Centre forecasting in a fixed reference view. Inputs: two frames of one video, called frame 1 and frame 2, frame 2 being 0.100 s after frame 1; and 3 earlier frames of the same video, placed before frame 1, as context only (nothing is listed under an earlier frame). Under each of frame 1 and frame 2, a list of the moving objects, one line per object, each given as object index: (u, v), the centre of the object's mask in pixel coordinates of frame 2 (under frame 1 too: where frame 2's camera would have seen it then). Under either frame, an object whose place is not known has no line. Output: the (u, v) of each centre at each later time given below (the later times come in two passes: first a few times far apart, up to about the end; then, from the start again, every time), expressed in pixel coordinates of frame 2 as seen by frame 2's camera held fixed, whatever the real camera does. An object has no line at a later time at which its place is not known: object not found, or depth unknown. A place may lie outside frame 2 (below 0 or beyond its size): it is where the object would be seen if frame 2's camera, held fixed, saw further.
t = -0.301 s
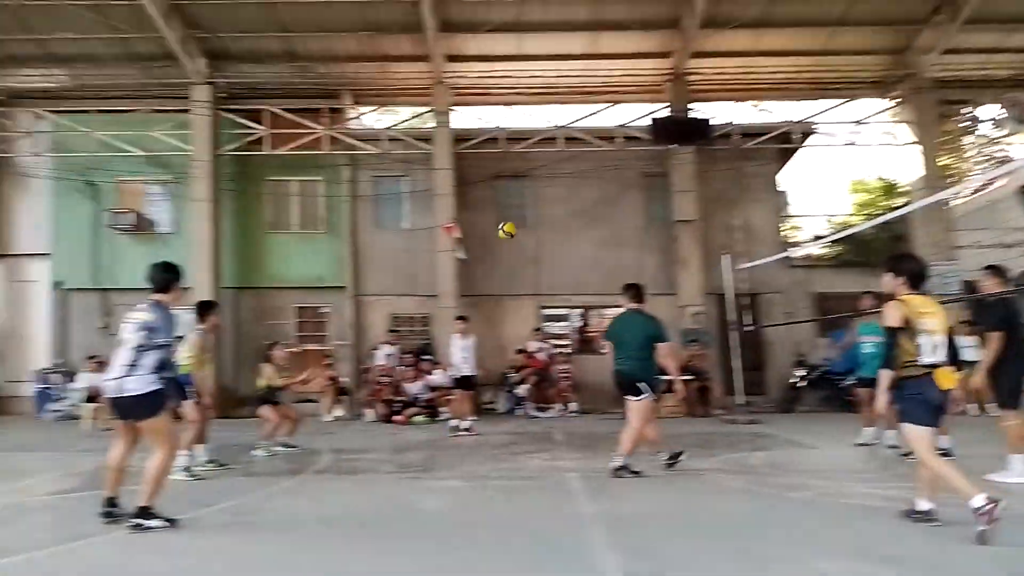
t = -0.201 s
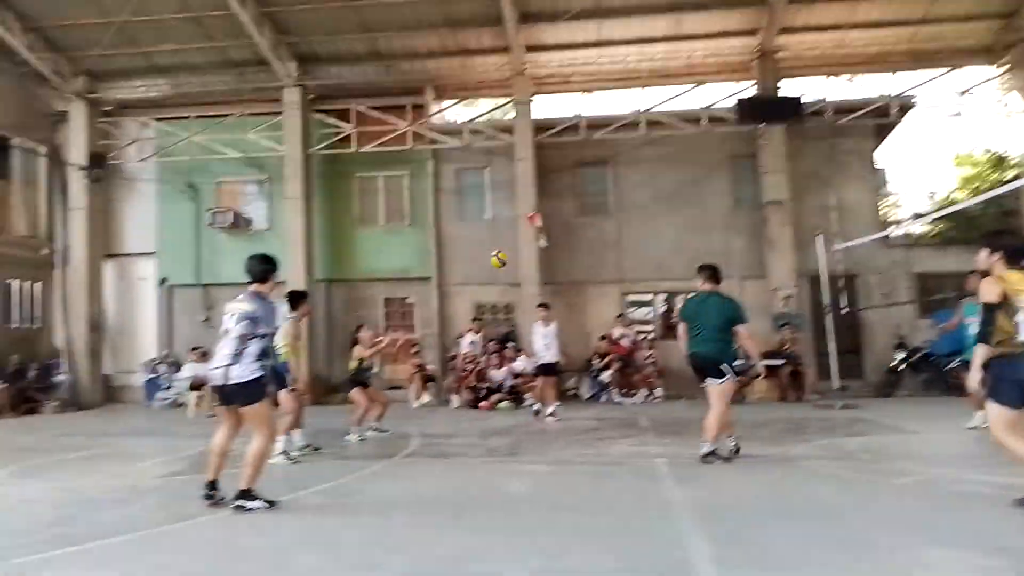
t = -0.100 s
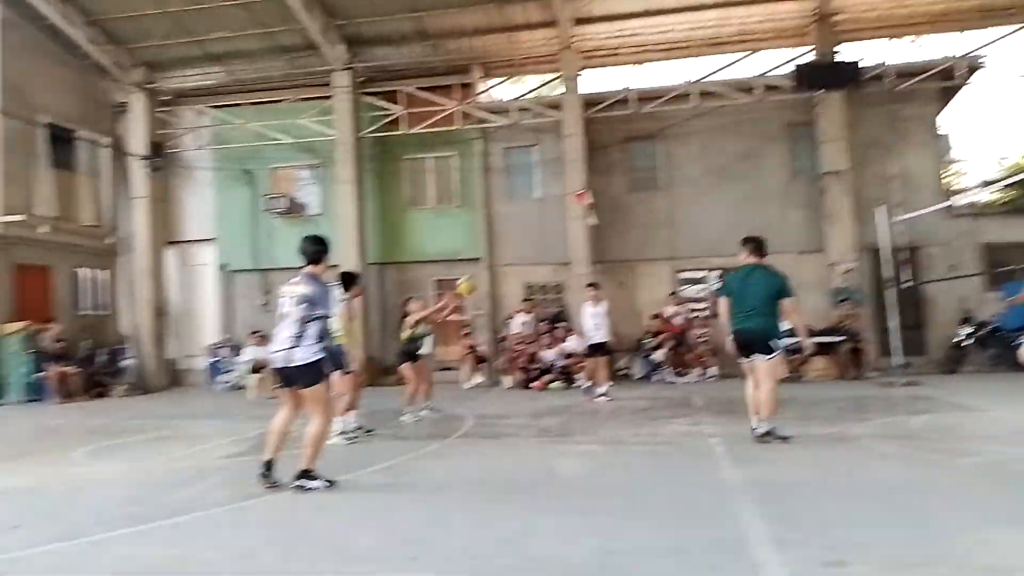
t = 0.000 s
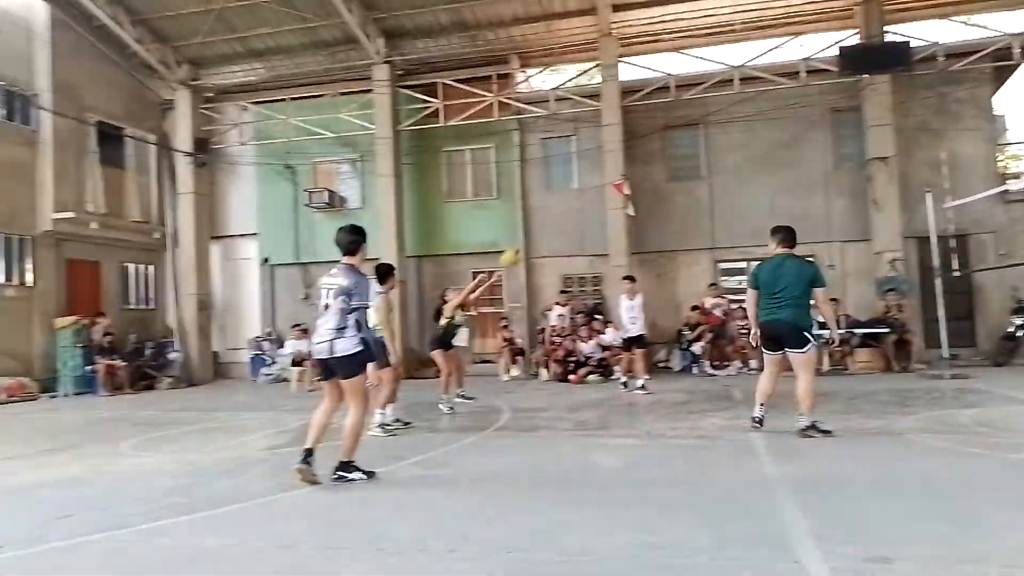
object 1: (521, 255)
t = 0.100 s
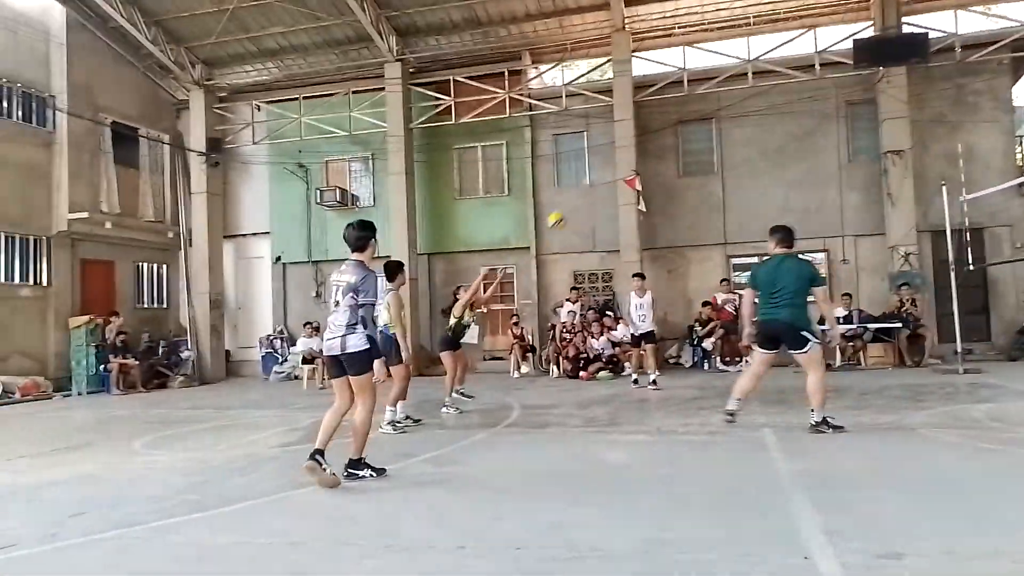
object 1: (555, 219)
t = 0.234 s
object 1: (608, 187)
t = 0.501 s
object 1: (724, 162)
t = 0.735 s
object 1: (850, 202)
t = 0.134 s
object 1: (569, 210)
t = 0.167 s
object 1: (582, 202)
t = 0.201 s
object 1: (595, 194)
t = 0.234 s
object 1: (608, 187)
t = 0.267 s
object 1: (621, 181)
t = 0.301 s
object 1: (635, 175)
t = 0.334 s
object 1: (649, 170)
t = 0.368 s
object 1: (664, 166)
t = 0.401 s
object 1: (678, 164)
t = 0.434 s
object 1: (693, 162)
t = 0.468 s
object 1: (708, 162)
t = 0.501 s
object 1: (724, 162)
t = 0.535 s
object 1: (741, 163)
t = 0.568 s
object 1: (758, 167)
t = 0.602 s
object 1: (776, 171)
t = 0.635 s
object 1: (794, 176)
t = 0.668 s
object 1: (812, 183)
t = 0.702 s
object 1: (831, 193)
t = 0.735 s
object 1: (850, 202)
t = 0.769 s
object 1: (869, 210)
